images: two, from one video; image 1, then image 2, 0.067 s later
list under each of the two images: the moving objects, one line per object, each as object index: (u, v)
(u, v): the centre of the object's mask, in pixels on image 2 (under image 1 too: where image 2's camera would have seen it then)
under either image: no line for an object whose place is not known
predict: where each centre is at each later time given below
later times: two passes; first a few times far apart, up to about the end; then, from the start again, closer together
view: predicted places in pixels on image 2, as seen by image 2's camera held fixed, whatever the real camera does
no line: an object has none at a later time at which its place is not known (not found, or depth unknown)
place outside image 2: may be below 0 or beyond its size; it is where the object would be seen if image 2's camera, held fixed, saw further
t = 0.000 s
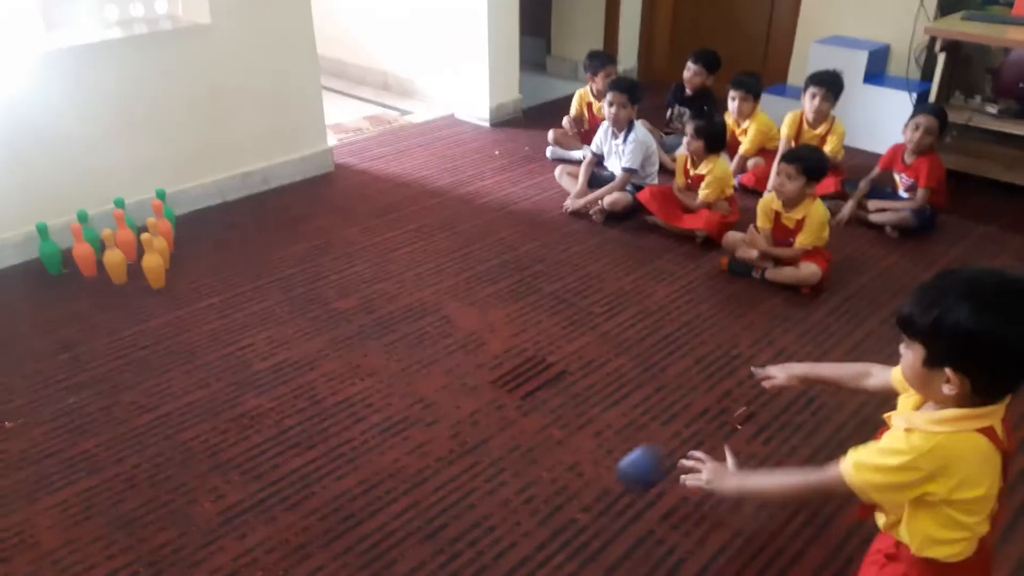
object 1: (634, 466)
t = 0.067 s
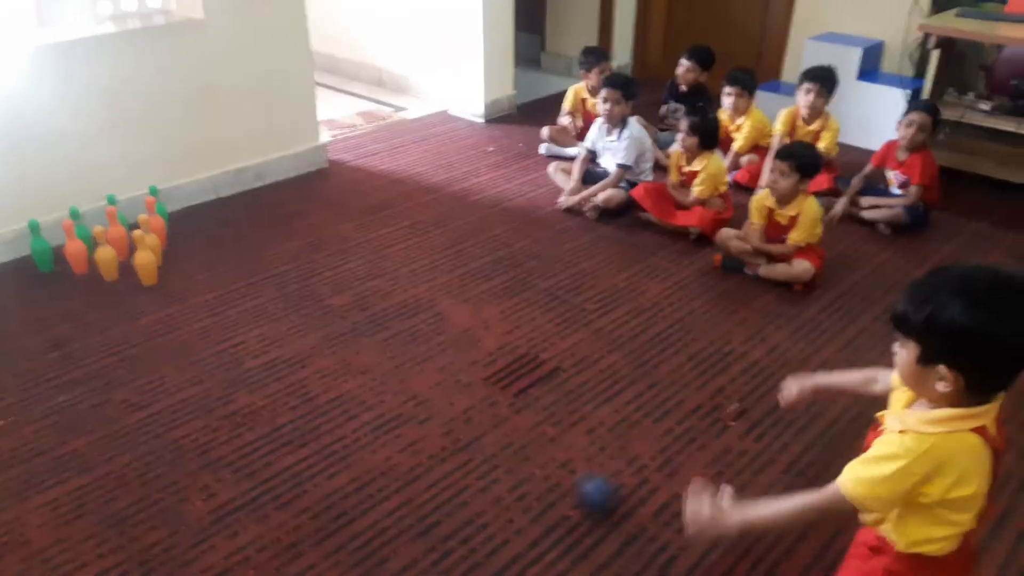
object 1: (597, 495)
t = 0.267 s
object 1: (533, 351)
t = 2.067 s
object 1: (255, 231)
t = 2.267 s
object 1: (238, 219)
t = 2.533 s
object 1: (218, 205)
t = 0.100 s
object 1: (585, 463)
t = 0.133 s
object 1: (574, 433)
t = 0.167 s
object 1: (563, 407)
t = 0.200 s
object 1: (553, 384)
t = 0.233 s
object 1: (544, 366)
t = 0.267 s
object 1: (533, 351)
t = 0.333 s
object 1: (516, 333)
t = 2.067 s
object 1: (255, 231)
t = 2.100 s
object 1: (252, 228)
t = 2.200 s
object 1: (245, 223)
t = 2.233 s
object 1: (241, 221)
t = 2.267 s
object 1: (238, 219)
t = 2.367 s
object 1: (231, 213)
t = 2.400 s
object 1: (229, 213)
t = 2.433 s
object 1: (227, 210)
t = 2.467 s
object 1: (224, 209)
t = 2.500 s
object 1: (220, 206)
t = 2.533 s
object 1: (218, 205)
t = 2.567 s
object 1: (216, 203)
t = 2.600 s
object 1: (213, 201)
